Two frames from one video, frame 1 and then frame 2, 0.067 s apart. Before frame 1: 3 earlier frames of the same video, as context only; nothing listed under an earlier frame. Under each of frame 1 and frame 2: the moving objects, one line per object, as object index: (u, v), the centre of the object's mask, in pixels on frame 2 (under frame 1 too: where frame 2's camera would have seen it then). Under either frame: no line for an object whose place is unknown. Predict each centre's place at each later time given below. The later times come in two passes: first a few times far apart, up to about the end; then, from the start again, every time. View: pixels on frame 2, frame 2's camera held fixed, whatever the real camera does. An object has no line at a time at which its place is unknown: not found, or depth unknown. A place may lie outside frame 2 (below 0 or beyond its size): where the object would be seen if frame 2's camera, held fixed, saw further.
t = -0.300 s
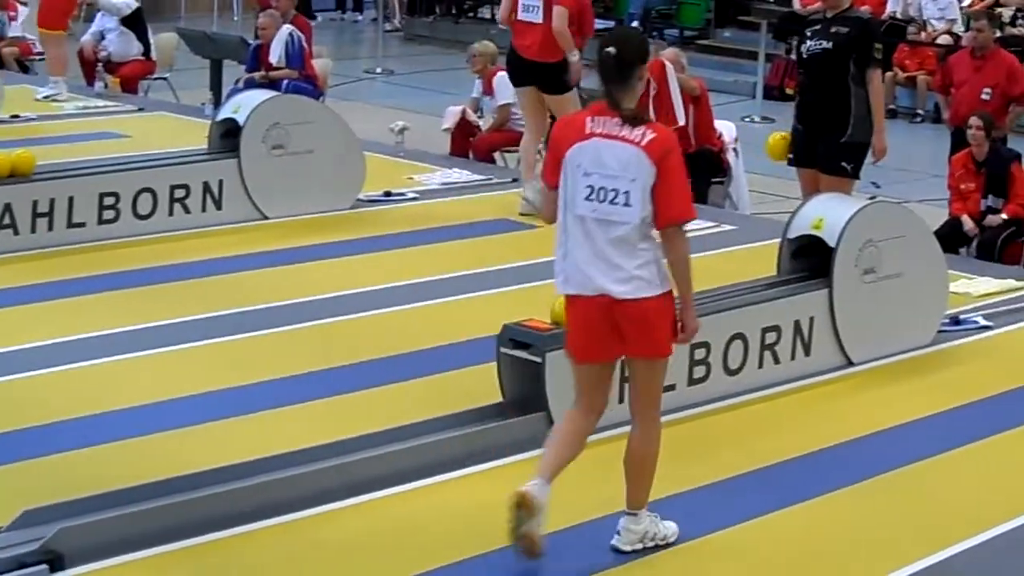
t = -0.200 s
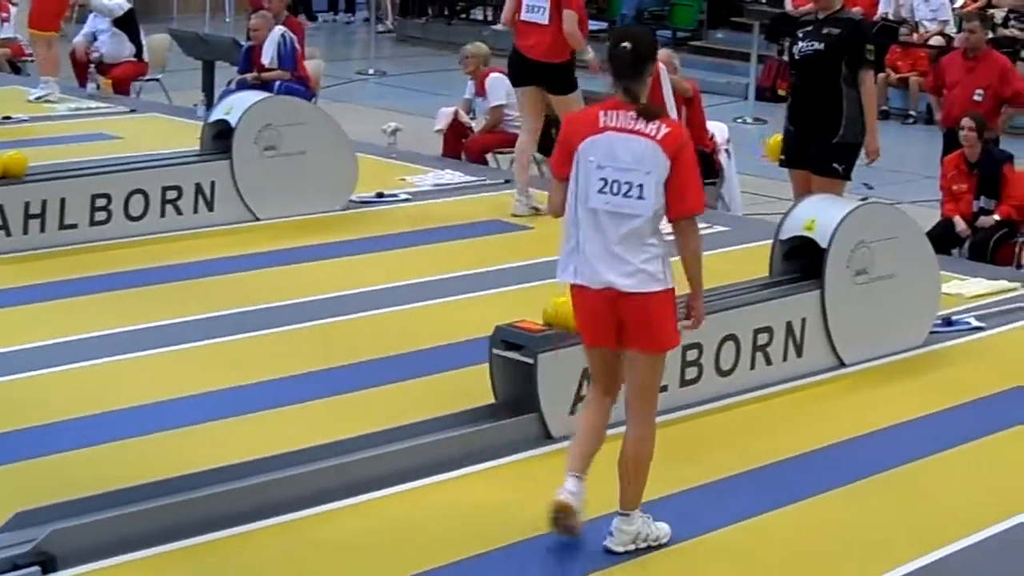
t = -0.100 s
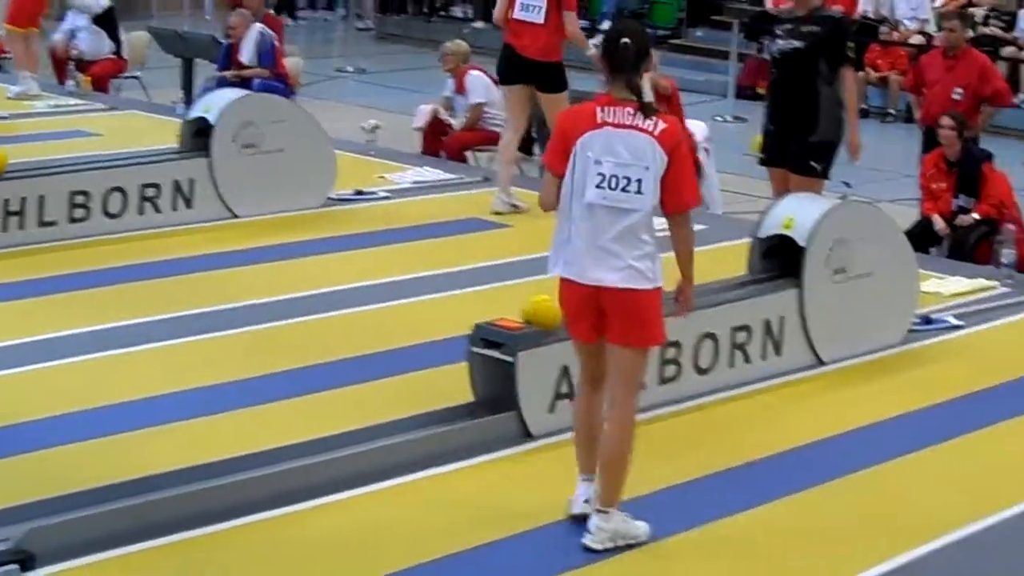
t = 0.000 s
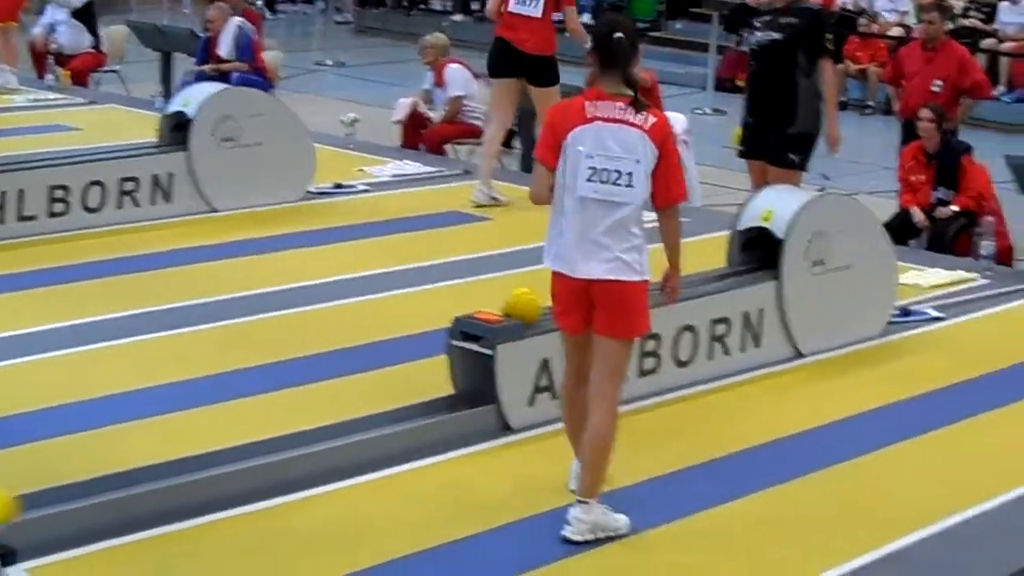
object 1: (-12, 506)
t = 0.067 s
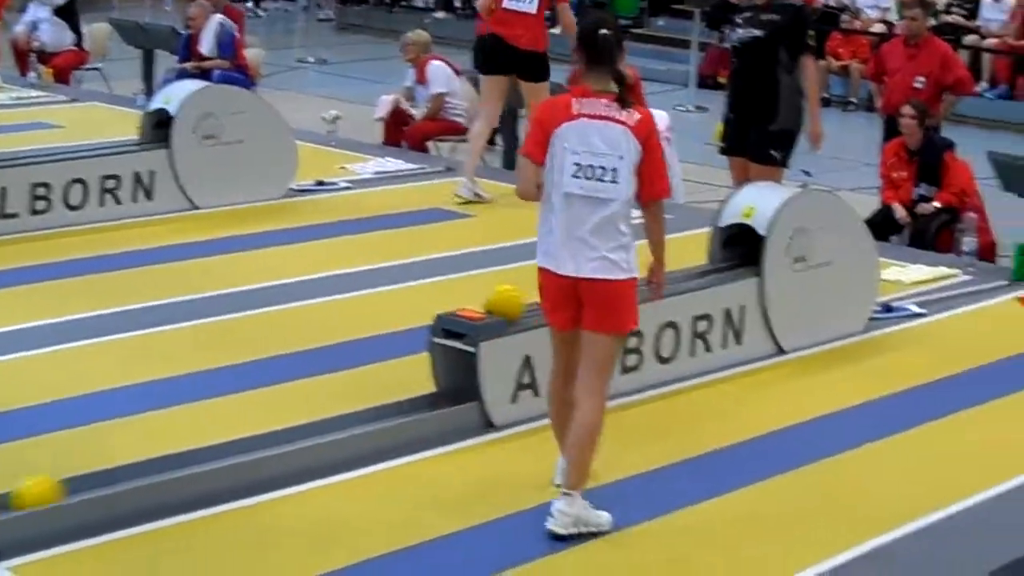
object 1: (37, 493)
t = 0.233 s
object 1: (187, 457)
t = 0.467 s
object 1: (366, 414)
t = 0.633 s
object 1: (466, 388)
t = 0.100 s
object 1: (68, 486)
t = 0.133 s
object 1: (99, 478)
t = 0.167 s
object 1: (130, 472)
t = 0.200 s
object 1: (159, 465)
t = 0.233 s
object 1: (187, 457)
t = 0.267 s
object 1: (215, 451)
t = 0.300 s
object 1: (243, 444)
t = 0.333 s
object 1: (268, 438)
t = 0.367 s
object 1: (293, 432)
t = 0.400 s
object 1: (318, 426)
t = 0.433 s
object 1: (342, 420)
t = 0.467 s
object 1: (366, 414)
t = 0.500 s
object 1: (390, 408)
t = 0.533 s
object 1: (413, 403)
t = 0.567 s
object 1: (435, 396)
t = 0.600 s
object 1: (455, 391)
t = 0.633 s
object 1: (466, 388)
